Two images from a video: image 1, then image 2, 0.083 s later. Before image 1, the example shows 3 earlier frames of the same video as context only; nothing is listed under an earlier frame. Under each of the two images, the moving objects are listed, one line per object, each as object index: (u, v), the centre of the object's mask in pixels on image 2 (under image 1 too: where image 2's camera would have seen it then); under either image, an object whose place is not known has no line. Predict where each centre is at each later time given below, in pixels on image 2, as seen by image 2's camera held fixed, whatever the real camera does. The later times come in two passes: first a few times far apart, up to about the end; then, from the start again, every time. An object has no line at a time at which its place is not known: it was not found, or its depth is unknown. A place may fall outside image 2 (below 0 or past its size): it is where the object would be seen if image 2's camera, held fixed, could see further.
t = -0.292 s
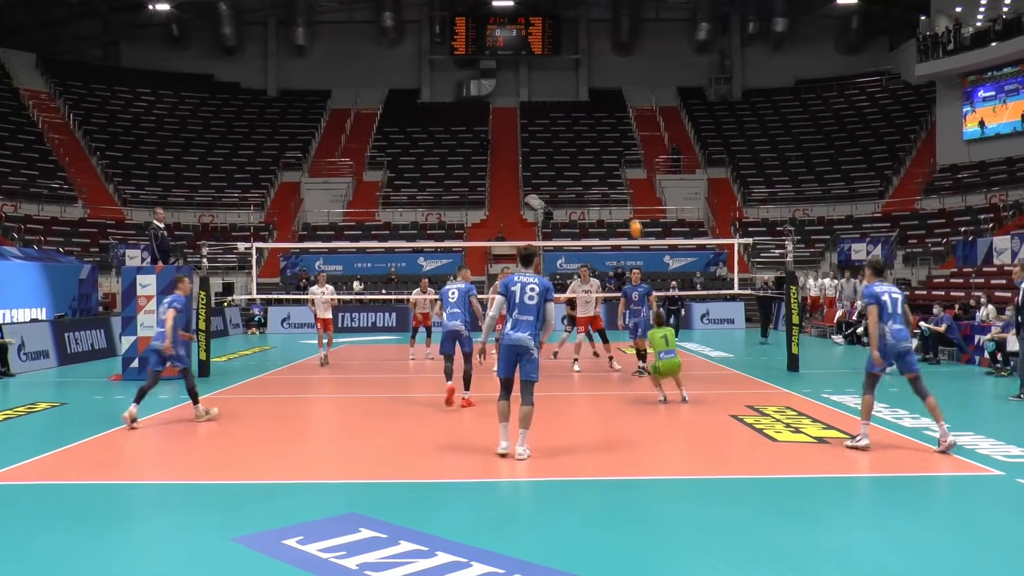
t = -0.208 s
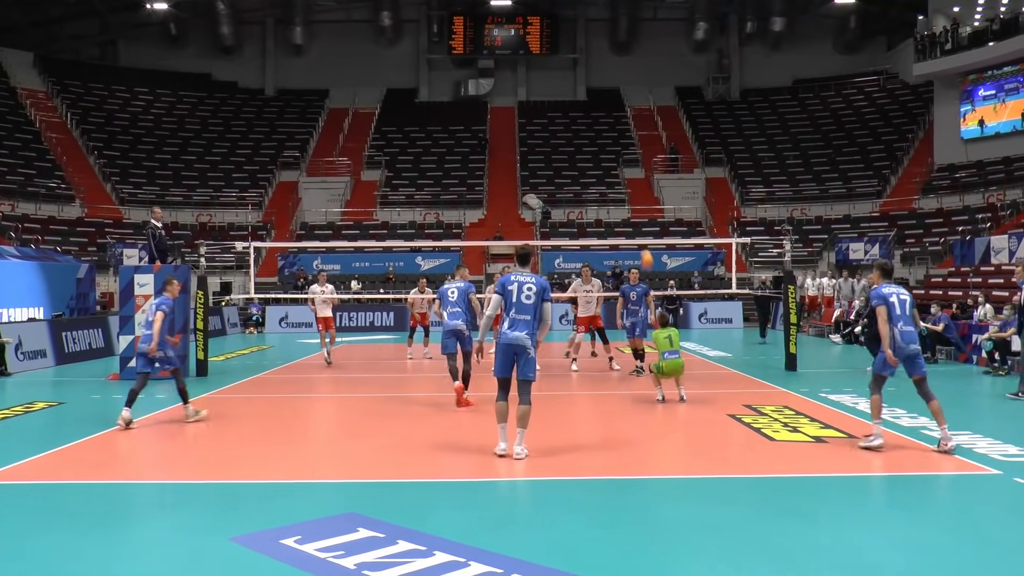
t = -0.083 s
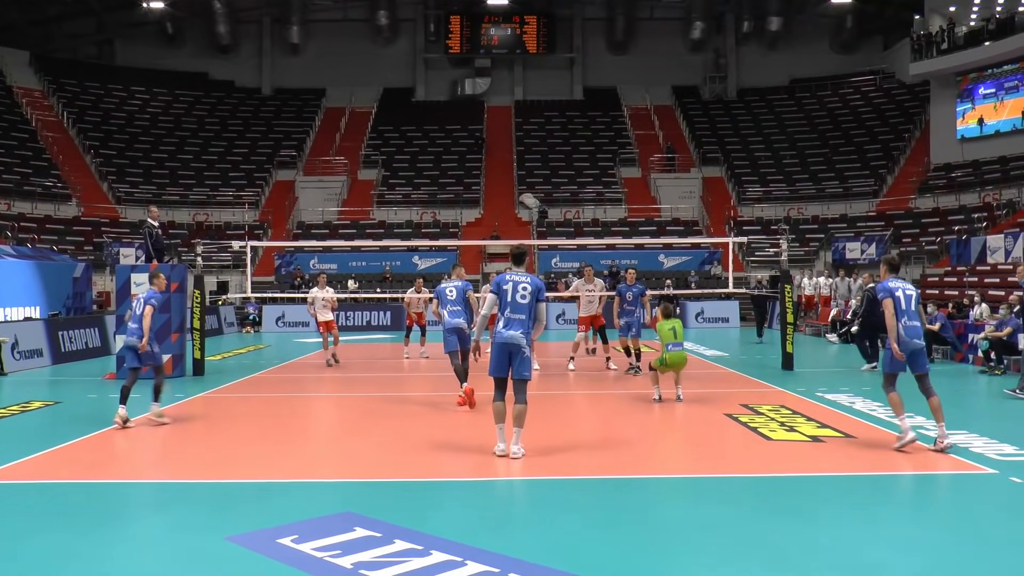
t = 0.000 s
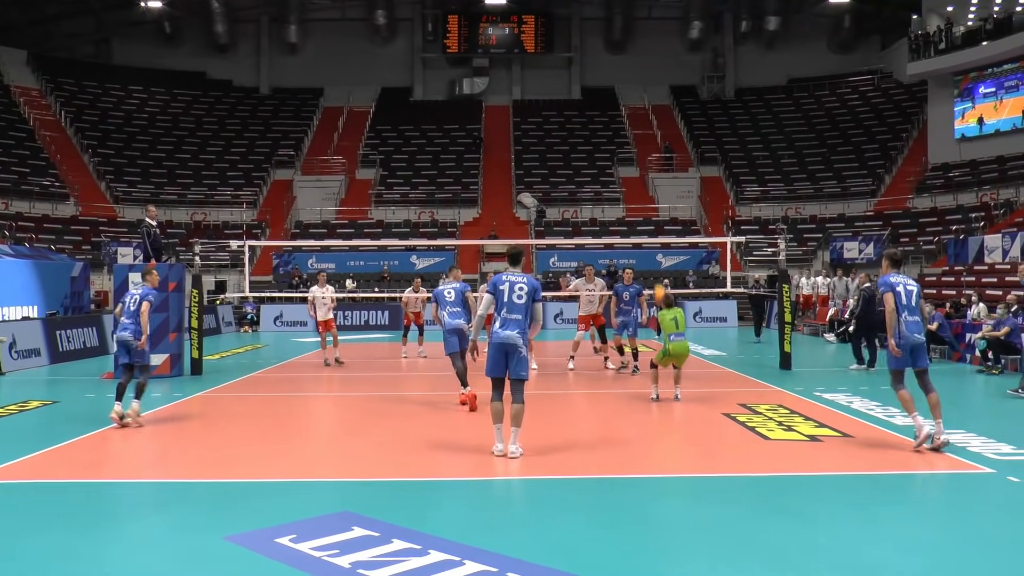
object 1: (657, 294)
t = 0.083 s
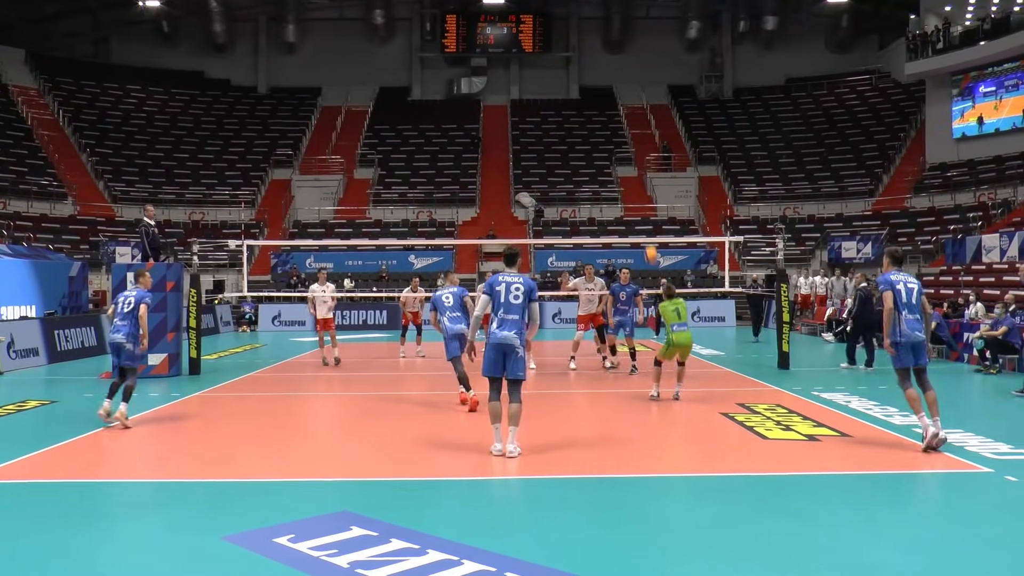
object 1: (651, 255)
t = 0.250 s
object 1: (637, 186)
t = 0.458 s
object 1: (624, 140)
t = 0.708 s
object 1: (607, 120)
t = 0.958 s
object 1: (593, 138)
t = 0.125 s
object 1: (648, 235)
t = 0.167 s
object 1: (643, 213)
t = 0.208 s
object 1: (640, 198)
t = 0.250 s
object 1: (637, 186)
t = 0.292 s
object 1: (634, 174)
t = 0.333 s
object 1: (632, 163)
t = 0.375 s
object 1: (629, 155)
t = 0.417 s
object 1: (627, 146)
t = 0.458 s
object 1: (624, 140)
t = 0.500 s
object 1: (621, 134)
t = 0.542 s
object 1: (618, 129)
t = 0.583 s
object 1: (616, 126)
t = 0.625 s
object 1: (613, 122)
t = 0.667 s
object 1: (609, 120)
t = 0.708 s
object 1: (607, 120)
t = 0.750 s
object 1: (605, 121)
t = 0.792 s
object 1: (602, 122)
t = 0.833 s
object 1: (600, 124)
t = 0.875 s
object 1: (598, 128)
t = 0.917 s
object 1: (595, 132)
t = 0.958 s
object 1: (593, 138)
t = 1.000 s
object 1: (591, 143)
